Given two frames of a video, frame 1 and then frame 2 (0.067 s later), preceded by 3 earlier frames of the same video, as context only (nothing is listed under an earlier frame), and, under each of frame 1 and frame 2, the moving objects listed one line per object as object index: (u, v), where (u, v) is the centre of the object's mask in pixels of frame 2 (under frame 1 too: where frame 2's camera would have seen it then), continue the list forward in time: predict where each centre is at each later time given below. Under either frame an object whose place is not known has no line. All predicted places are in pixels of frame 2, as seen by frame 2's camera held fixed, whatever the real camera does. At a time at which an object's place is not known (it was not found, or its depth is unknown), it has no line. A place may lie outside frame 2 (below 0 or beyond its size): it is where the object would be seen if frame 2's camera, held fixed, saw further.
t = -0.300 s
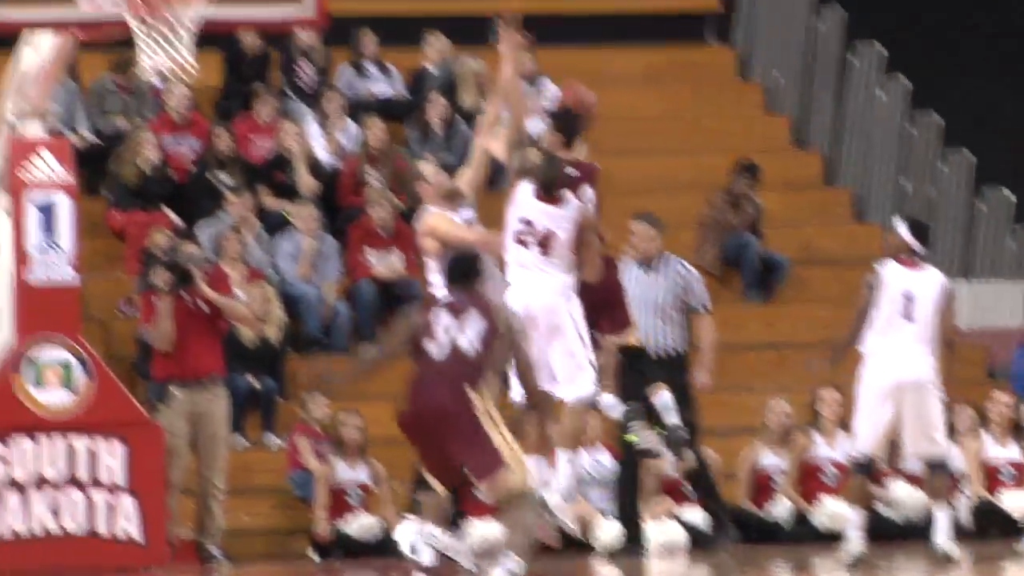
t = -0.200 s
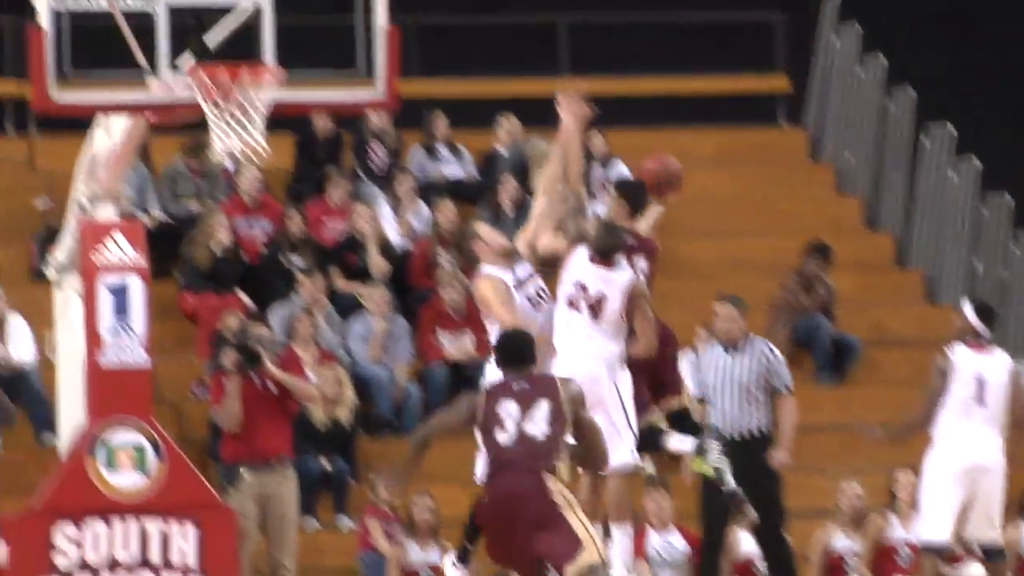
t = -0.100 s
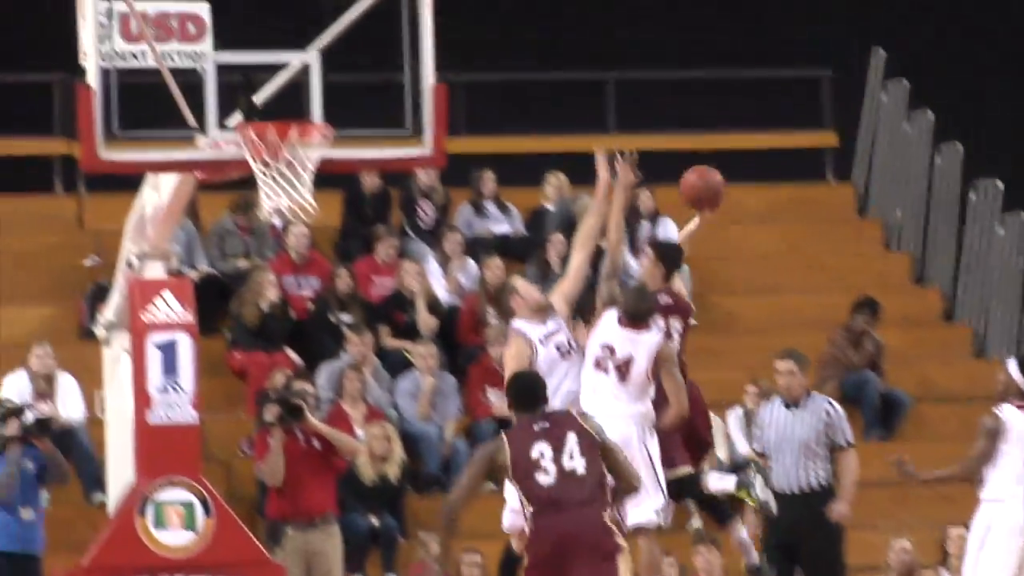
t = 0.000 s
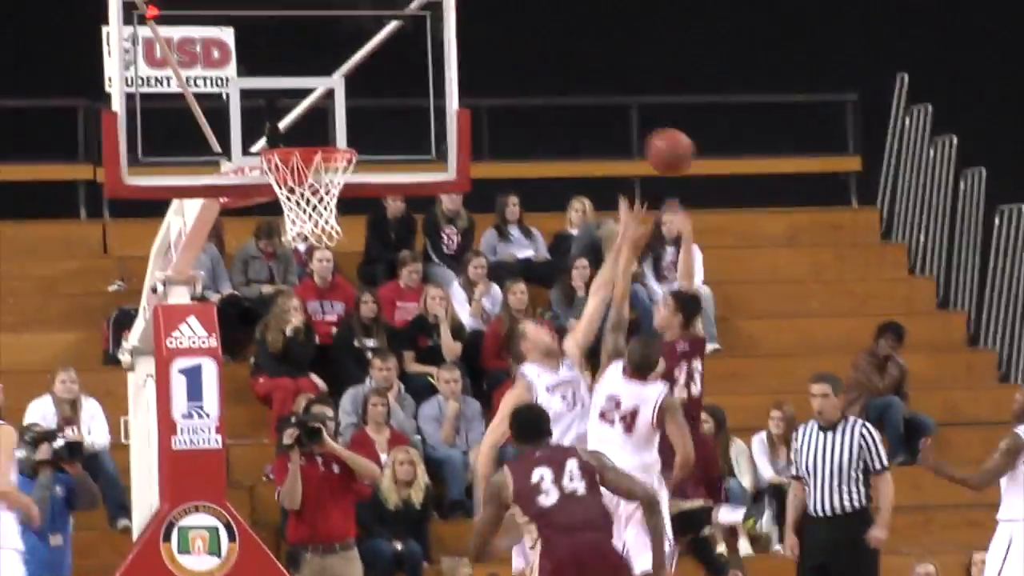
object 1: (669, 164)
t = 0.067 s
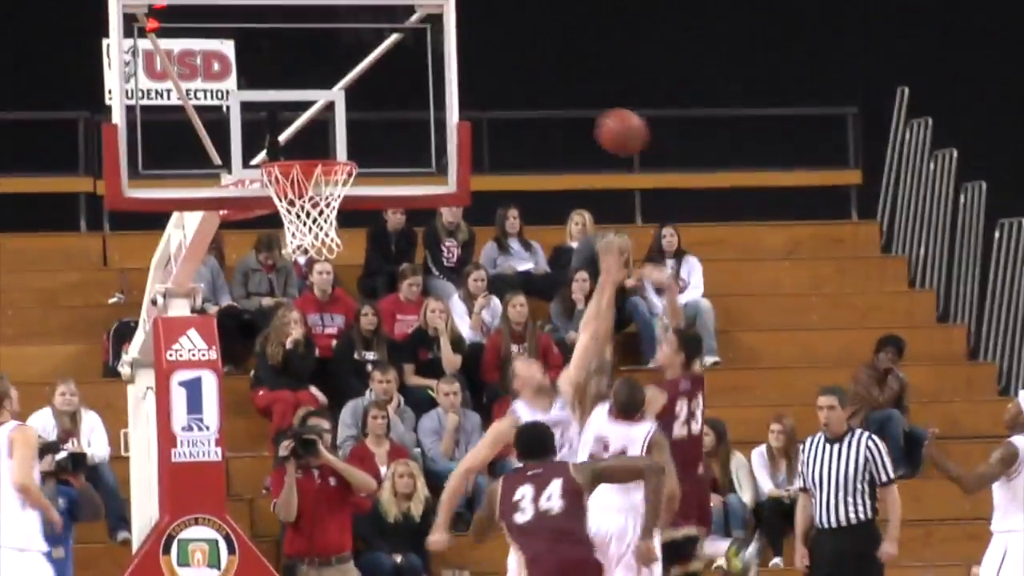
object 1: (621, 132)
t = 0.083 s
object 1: (609, 125)
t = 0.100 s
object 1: (597, 119)
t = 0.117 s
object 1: (586, 113)
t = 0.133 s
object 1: (574, 108)
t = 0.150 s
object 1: (562, 103)
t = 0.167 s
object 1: (550, 98)
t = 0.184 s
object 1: (538, 95)
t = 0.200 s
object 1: (527, 92)
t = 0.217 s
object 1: (515, 88)
